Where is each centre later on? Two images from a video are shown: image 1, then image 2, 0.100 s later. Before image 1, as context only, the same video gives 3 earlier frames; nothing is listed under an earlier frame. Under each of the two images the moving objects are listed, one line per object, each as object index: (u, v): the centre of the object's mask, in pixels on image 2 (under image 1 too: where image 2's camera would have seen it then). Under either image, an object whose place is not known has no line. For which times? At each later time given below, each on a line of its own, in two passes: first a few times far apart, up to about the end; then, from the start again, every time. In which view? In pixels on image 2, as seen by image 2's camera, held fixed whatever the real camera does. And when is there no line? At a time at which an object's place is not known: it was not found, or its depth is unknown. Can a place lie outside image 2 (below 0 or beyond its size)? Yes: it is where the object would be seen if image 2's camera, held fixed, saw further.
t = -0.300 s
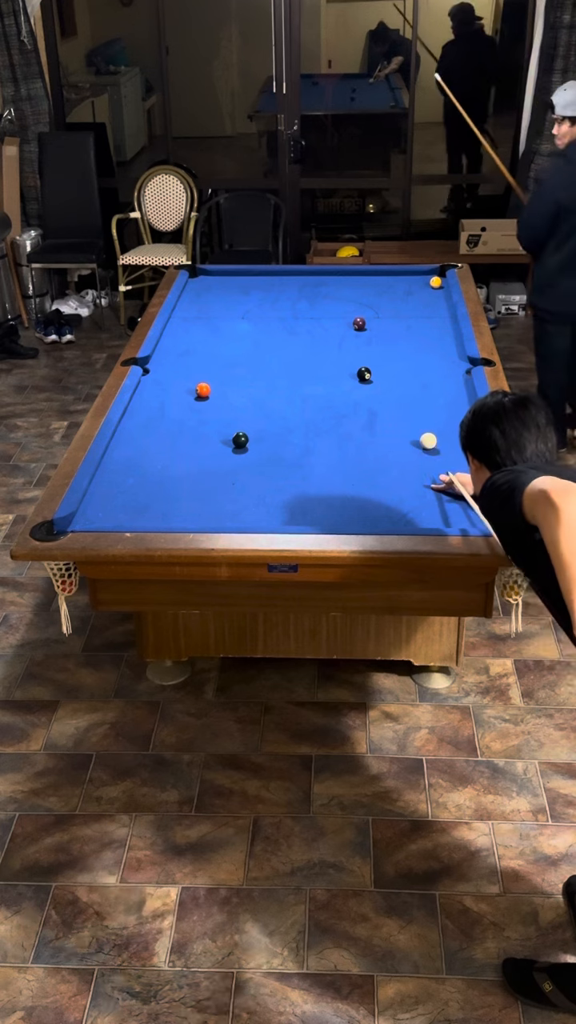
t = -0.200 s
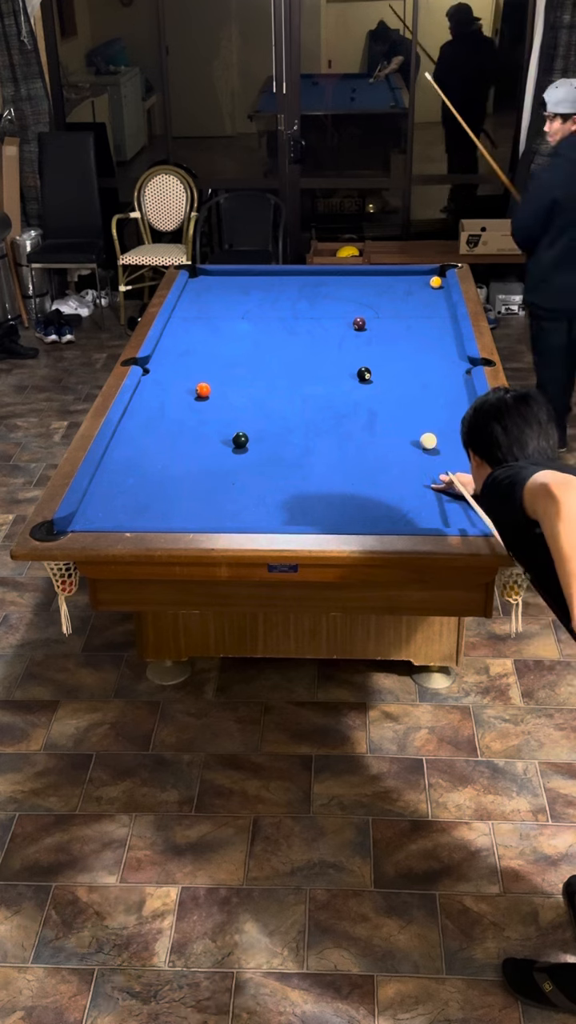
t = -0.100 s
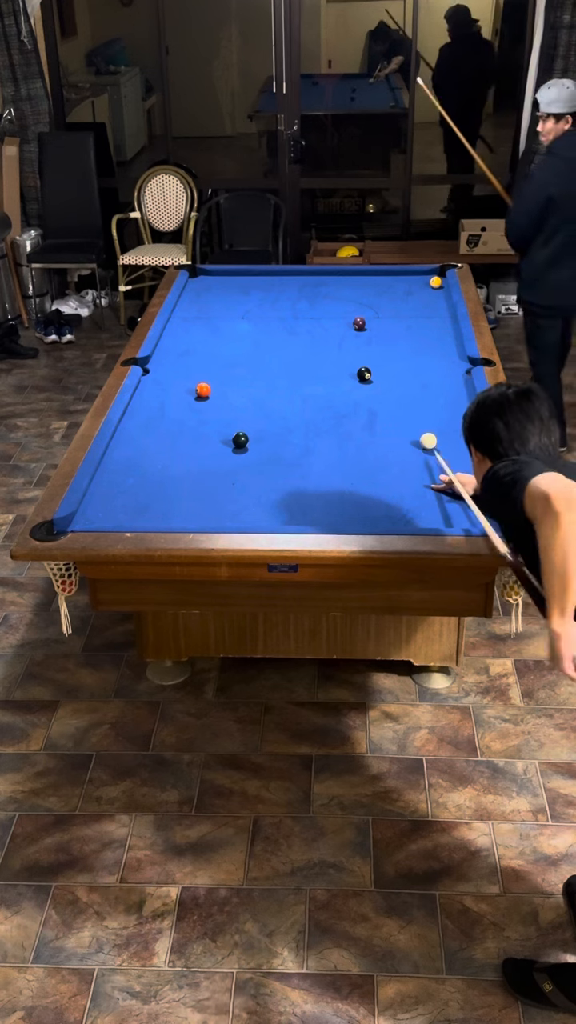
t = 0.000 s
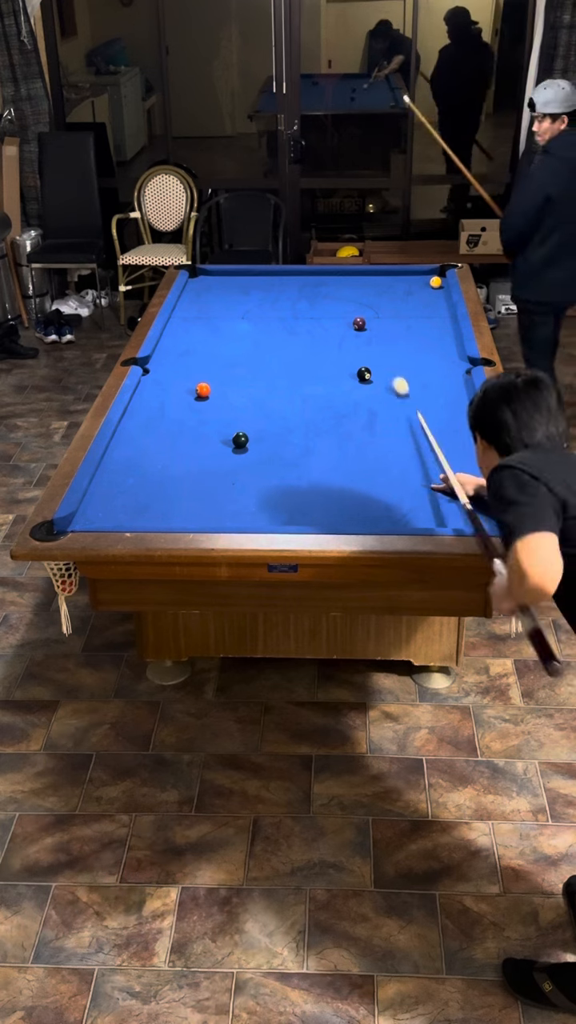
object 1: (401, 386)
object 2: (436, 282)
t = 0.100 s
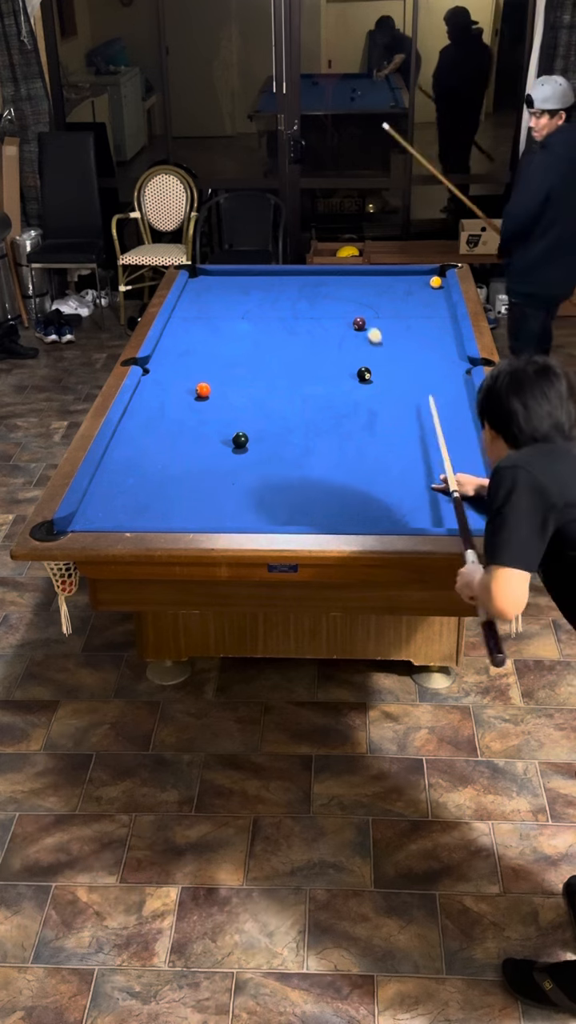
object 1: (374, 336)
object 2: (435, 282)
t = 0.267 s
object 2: (436, 282)
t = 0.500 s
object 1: (415, 285)
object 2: (425, 277)
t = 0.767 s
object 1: (386, 278)
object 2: (425, 297)
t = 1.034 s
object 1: (359, 273)
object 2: (423, 318)
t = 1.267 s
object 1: (333, 276)
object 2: (421, 338)
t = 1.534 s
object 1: (305, 279)
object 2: (418, 362)
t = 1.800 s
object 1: (279, 281)
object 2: (414, 387)
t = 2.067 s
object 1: (253, 284)
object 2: (410, 413)
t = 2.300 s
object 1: (233, 286)
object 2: (406, 438)
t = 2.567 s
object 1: (211, 288)
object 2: (400, 467)
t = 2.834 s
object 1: (191, 290)
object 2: (394, 498)
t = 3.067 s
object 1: (194, 291)
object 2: (388, 522)
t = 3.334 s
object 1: (200, 293)
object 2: (382, 508)
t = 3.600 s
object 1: (206, 294)
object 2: (378, 494)
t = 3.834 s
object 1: (208, 295)
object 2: (375, 483)
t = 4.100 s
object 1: (210, 295)
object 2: (372, 473)
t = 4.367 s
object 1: (210, 295)
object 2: (371, 466)
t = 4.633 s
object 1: (210, 295)
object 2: (368, 460)
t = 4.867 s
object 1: (210, 295)
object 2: (367, 456)
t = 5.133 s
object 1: (210, 295)
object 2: (366, 454)
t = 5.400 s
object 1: (210, 295)
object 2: (365, 453)
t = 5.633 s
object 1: (210, 295)
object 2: (365, 453)
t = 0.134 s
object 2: (436, 282)
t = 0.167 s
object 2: (436, 282)
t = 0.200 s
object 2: (436, 282)
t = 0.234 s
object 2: (435, 282)
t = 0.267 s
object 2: (436, 282)
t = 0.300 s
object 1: (440, 290)
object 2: (435, 280)
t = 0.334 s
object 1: (440, 286)
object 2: (434, 280)
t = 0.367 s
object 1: (434, 286)
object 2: (431, 276)
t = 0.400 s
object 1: (429, 286)
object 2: (427, 273)
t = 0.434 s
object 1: (424, 286)
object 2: (425, 272)
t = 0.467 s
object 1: (419, 286)
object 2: (425, 275)
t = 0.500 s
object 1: (415, 285)
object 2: (425, 277)
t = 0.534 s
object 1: (411, 285)
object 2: (425, 280)
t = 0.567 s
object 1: (407, 284)
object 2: (425, 282)
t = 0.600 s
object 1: (403, 283)
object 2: (425, 285)
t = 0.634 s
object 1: (400, 282)
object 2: (425, 287)
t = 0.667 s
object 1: (396, 281)
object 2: (425, 290)
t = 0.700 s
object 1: (393, 280)
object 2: (425, 292)
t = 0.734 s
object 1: (389, 279)
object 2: (425, 294)
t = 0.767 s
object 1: (386, 278)
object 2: (425, 297)
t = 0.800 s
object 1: (383, 277)
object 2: (424, 300)
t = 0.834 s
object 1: (379, 276)
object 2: (424, 302)
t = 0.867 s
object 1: (376, 276)
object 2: (424, 305)
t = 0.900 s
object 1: (373, 275)
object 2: (424, 307)
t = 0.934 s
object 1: (370, 274)
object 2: (424, 310)
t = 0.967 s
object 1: (367, 273)
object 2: (423, 313)
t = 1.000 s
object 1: (363, 272)
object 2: (423, 316)
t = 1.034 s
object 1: (359, 273)
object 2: (423, 318)
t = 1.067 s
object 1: (355, 273)
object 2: (423, 321)
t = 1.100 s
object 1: (352, 274)
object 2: (423, 324)
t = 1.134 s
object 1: (348, 274)
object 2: (422, 327)
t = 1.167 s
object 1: (344, 275)
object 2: (422, 330)
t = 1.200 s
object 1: (340, 275)
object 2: (422, 332)
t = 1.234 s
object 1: (337, 275)
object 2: (422, 335)
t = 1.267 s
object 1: (333, 276)
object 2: (421, 338)
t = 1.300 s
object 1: (329, 276)
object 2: (421, 341)
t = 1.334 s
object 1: (326, 276)
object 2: (421, 344)
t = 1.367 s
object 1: (323, 277)
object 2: (420, 347)
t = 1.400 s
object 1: (319, 277)
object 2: (420, 350)
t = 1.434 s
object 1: (316, 277)
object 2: (420, 353)
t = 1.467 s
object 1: (312, 278)
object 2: (419, 356)
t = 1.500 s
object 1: (309, 278)
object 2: (419, 359)
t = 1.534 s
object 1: (305, 279)
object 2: (418, 362)
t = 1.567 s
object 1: (302, 279)
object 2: (418, 365)
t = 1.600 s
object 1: (298, 279)
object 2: (417, 368)
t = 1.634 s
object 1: (295, 280)
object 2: (417, 371)
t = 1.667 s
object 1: (292, 280)
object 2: (417, 374)
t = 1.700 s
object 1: (288, 280)
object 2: (416, 377)
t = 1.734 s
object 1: (285, 280)
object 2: (415, 381)
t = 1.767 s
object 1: (282, 281)
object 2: (415, 384)
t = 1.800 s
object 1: (279, 281)
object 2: (414, 387)
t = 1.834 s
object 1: (275, 282)
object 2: (414, 390)
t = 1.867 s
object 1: (272, 282)
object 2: (414, 393)
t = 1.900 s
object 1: (269, 282)
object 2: (413, 397)
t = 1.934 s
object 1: (266, 283)
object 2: (412, 400)
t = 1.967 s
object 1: (263, 283)
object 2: (412, 403)
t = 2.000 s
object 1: (260, 283)
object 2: (411, 407)
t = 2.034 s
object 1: (256, 284)
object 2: (411, 410)
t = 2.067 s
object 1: (253, 284)
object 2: (410, 413)
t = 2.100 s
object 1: (251, 284)
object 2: (410, 417)
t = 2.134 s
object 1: (248, 284)
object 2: (409, 420)
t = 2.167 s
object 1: (245, 285)
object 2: (408, 423)
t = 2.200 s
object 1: (242, 285)
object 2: (407, 427)
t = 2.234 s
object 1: (239, 285)
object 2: (407, 430)
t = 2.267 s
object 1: (236, 286)
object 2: (406, 434)
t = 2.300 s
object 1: (233, 286)
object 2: (406, 438)
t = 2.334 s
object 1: (230, 286)
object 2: (405, 441)
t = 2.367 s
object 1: (227, 286)
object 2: (404, 445)
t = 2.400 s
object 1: (224, 287)
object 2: (404, 448)
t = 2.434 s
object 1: (222, 287)
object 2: (403, 452)
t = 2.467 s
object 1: (219, 287)
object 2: (402, 456)
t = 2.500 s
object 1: (216, 287)
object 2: (401, 459)
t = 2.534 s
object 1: (213, 288)
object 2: (401, 463)
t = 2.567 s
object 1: (211, 288)
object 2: (400, 467)
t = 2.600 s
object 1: (208, 288)
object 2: (399, 471)
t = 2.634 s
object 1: (206, 288)
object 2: (399, 474)
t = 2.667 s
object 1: (203, 289)
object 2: (398, 478)
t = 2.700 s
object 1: (201, 289)
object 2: (397, 482)
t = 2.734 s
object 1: (198, 289)
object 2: (396, 486)
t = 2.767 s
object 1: (196, 289)
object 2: (395, 490)
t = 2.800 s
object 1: (193, 289)
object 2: (395, 494)
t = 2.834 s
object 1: (191, 290)
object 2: (394, 498)
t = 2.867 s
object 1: (188, 290)
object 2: (393, 502)
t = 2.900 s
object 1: (188, 290)
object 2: (392, 506)
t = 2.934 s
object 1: (189, 290)
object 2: (391, 510)
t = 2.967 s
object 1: (190, 291)
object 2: (390, 514)
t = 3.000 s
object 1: (191, 291)
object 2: (390, 517)
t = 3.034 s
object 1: (192, 291)
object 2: (389, 520)
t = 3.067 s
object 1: (194, 291)
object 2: (388, 522)
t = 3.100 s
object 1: (195, 291)
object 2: (388, 521)
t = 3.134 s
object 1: (195, 292)
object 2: (387, 520)
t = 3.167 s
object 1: (196, 292)
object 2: (386, 518)
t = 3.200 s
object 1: (197, 292)
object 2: (385, 516)
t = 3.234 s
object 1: (198, 292)
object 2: (384, 514)
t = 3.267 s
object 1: (199, 293)
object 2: (383, 512)
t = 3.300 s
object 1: (200, 293)
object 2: (383, 510)
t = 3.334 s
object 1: (200, 293)
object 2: (382, 508)
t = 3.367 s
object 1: (201, 293)
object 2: (382, 506)
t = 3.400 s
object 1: (202, 293)
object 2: (381, 504)
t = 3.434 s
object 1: (203, 294)
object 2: (381, 502)
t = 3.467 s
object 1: (203, 294)
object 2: (380, 500)
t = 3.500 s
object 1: (204, 294)
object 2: (380, 499)
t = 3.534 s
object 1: (204, 294)
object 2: (379, 497)
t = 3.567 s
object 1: (205, 294)
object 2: (379, 495)
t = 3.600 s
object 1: (206, 294)
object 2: (378, 494)
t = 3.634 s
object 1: (206, 294)
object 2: (378, 492)
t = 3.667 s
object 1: (207, 294)
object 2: (377, 490)
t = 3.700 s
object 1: (207, 295)
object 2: (377, 489)
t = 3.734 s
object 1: (207, 295)
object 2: (376, 488)
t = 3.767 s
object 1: (208, 295)
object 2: (376, 486)
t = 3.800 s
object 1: (208, 295)
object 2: (375, 485)
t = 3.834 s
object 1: (208, 295)
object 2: (375, 483)
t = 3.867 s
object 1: (209, 295)
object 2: (374, 482)
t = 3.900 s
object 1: (209, 295)
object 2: (374, 481)
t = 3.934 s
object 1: (209, 295)
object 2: (374, 479)
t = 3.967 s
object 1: (210, 295)
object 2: (374, 478)
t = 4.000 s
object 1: (210, 295)
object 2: (373, 477)
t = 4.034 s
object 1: (210, 295)
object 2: (373, 476)
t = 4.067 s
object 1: (210, 295)
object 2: (373, 475)
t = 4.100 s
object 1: (210, 295)
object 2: (372, 473)
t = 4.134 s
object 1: (210, 296)
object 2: (372, 472)
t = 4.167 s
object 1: (210, 295)
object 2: (372, 471)
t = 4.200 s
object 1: (210, 295)
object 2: (372, 471)
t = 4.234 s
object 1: (210, 295)
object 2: (372, 470)
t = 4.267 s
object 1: (210, 295)
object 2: (371, 469)
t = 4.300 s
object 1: (210, 295)
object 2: (371, 468)
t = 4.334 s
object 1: (210, 295)
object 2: (371, 467)
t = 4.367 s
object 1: (210, 295)
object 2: (371, 466)
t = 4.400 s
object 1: (210, 295)
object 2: (370, 465)
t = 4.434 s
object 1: (210, 295)
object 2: (370, 465)
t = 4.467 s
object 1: (210, 295)
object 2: (370, 464)
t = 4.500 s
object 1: (210, 295)
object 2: (369, 463)
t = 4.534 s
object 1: (210, 295)
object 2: (369, 462)
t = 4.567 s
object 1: (210, 295)
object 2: (369, 462)
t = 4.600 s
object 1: (210, 295)
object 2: (369, 461)
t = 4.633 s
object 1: (210, 295)
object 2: (368, 460)
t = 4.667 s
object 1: (210, 295)
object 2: (368, 460)
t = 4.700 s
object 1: (210, 296)
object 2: (368, 459)
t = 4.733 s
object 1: (210, 295)
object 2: (368, 458)
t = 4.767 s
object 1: (210, 295)
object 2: (368, 458)
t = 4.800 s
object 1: (210, 296)
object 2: (367, 457)
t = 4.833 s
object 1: (210, 295)
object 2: (367, 457)
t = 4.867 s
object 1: (210, 295)
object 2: (367, 456)
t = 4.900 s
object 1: (210, 295)
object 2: (367, 456)
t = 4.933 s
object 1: (210, 295)
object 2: (367, 456)
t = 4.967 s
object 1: (210, 295)
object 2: (367, 455)
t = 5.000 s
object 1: (210, 295)
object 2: (367, 455)
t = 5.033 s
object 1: (210, 295)
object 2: (366, 455)
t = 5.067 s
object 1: (210, 295)
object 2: (366, 454)
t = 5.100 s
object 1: (210, 295)
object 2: (366, 454)
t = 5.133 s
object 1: (210, 295)
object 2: (366, 454)
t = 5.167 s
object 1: (210, 295)
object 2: (366, 454)
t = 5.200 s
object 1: (210, 295)
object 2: (366, 454)
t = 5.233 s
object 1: (210, 295)
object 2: (366, 454)
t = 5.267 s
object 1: (210, 295)
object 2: (366, 453)
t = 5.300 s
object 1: (210, 295)
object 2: (365, 453)
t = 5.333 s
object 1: (210, 295)
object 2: (365, 453)
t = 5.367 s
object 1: (210, 295)
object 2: (365, 453)
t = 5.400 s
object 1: (210, 295)
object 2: (365, 453)
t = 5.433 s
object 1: (210, 295)
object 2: (365, 453)
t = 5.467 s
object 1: (210, 296)
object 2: (365, 453)
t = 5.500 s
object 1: (210, 295)
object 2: (365, 453)
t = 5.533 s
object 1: (210, 295)
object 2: (365, 453)
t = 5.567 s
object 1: (210, 295)
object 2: (365, 453)
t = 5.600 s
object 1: (210, 295)
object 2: (365, 453)
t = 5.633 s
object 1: (210, 295)
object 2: (365, 453)
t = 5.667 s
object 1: (210, 295)
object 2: (365, 453)
